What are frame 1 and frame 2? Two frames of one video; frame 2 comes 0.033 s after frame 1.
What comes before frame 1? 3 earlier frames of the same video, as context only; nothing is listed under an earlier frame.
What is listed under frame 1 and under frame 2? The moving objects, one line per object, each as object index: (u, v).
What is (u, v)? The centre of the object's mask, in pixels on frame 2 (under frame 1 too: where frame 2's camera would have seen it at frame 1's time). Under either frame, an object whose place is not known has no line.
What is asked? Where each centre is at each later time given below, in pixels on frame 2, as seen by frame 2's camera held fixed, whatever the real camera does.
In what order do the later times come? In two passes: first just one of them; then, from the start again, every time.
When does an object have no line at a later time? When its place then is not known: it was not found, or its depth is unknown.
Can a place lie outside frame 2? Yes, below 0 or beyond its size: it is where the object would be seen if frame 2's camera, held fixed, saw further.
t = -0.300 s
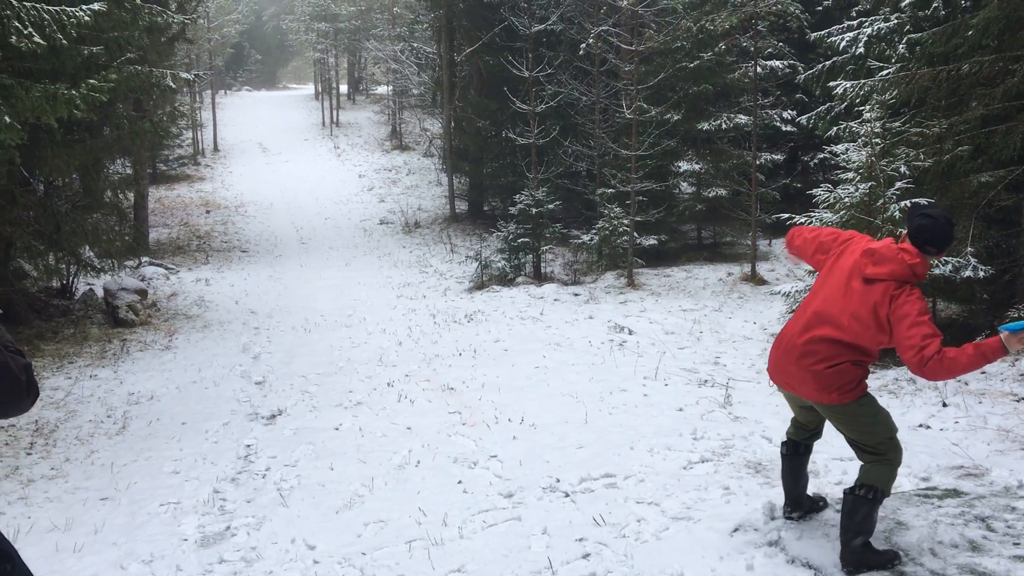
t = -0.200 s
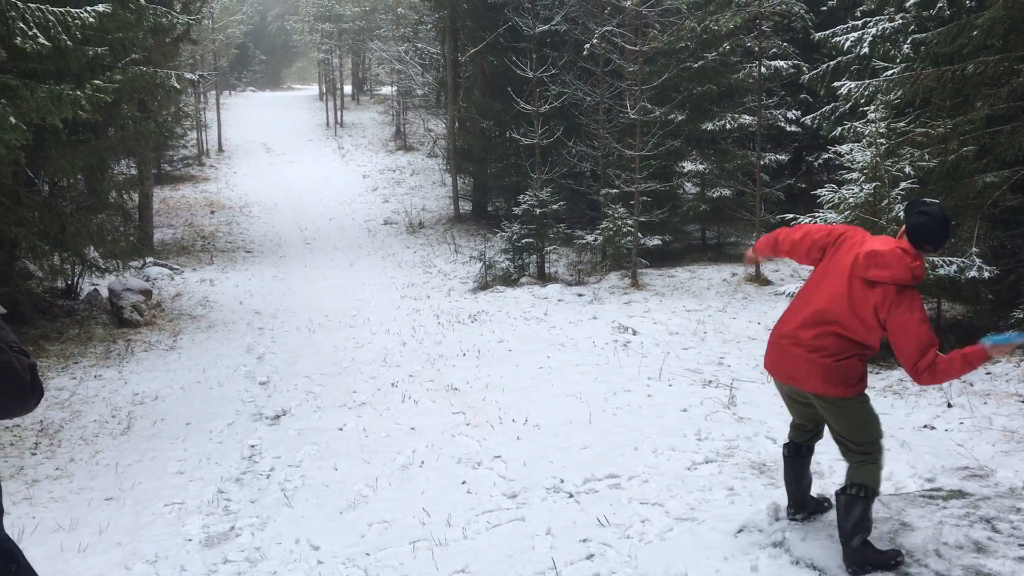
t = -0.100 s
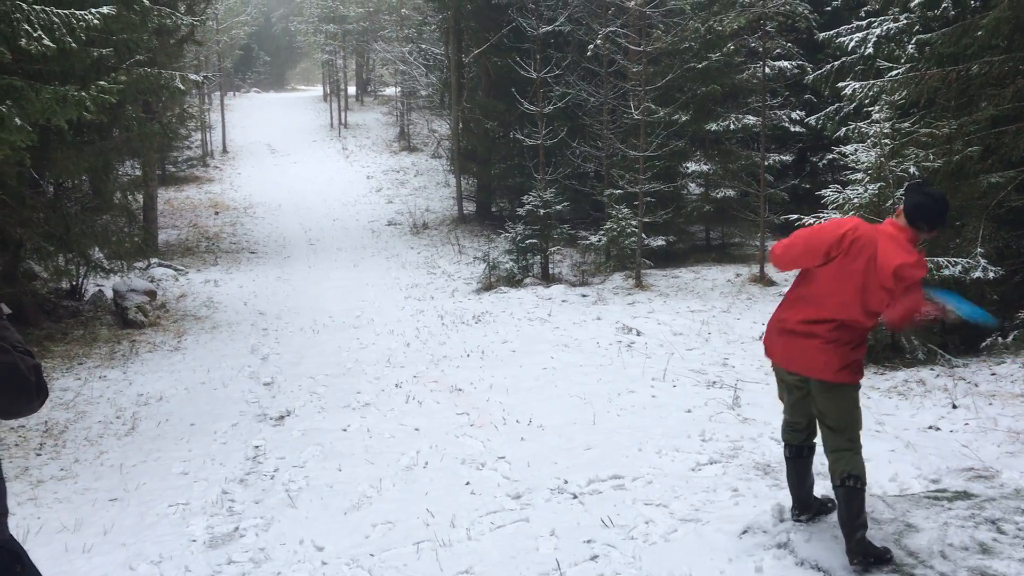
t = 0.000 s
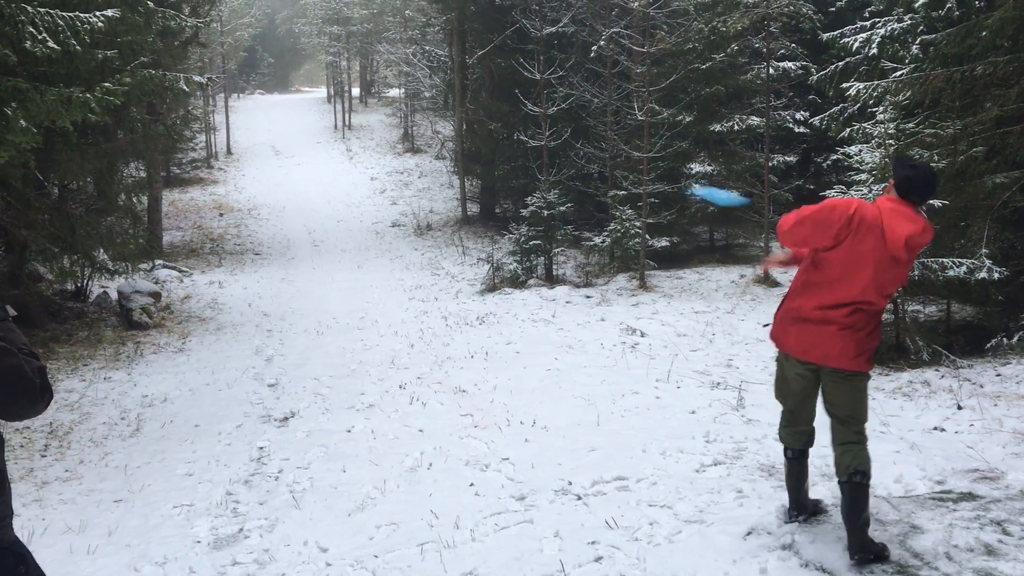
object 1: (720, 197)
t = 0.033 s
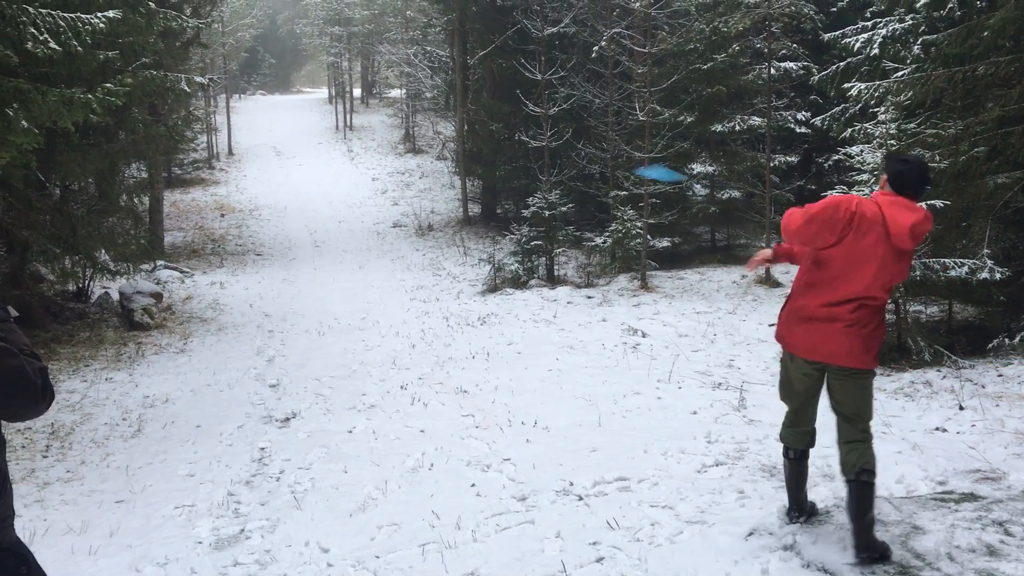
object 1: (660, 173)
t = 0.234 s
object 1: (438, 111)
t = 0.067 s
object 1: (612, 158)
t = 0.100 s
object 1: (567, 143)
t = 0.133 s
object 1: (527, 132)
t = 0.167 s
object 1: (497, 123)
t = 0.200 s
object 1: (466, 116)
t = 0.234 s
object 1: (438, 111)
